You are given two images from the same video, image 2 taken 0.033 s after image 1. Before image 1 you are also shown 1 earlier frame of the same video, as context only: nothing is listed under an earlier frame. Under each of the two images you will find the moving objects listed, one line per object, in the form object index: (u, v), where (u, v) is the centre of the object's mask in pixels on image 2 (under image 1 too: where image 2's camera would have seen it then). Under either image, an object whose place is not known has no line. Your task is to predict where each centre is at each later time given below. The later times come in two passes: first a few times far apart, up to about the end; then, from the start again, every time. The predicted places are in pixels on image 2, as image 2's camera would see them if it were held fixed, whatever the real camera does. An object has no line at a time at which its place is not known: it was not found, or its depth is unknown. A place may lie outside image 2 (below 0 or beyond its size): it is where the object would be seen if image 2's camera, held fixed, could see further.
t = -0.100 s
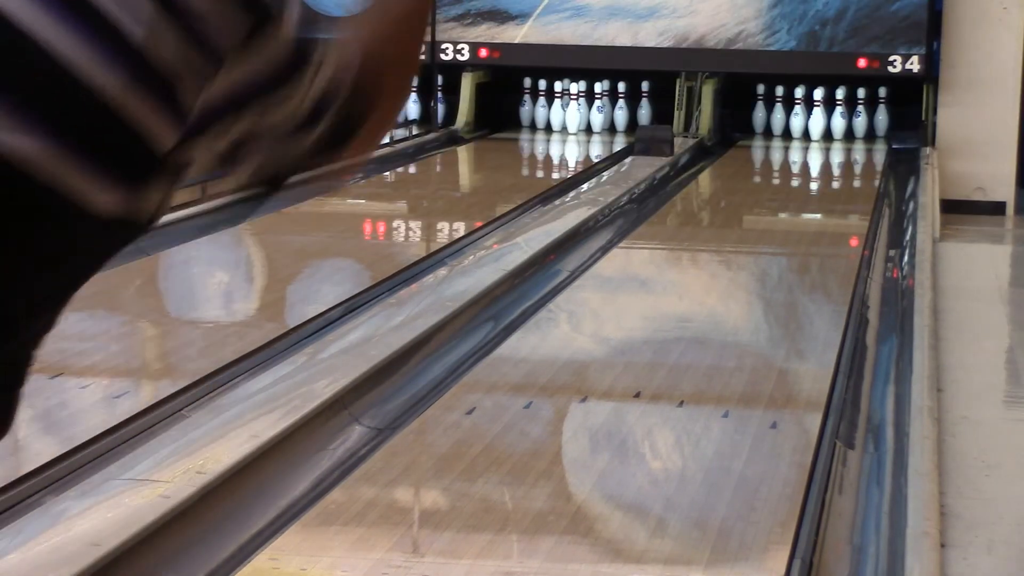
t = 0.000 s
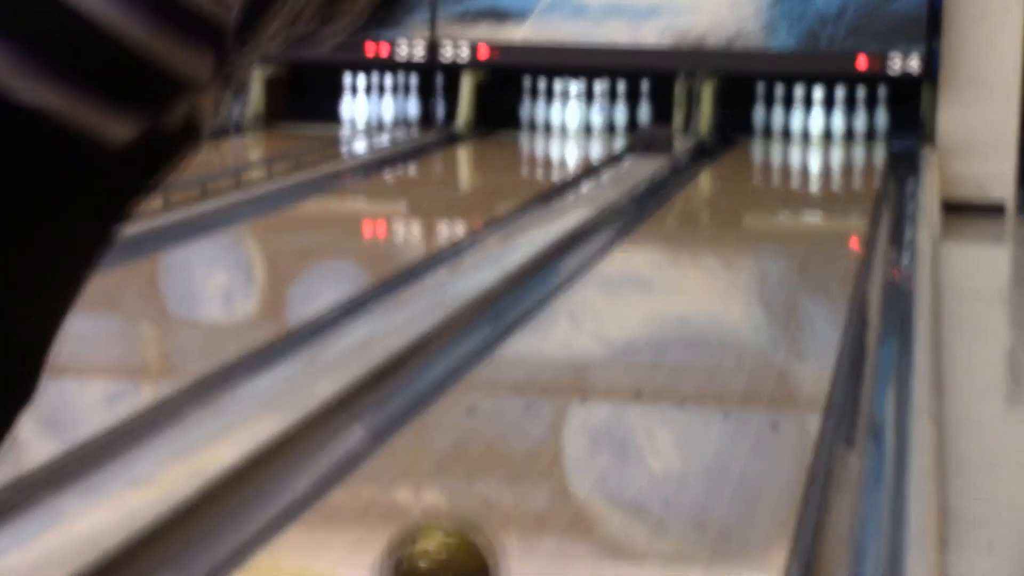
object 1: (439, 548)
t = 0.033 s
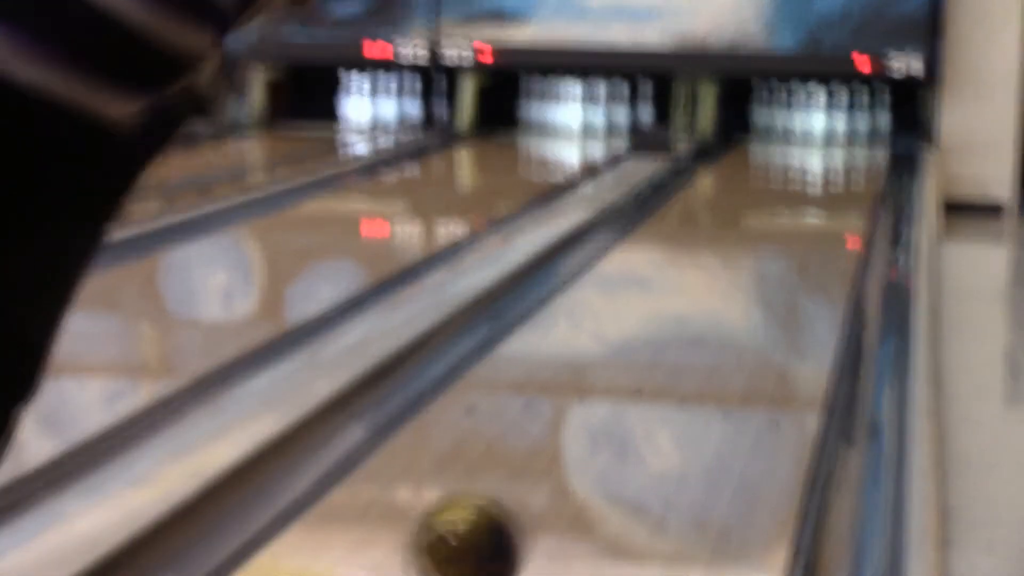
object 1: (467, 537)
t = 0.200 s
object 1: (569, 449)
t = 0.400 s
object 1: (648, 369)
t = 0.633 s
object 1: (712, 305)
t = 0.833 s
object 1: (751, 266)
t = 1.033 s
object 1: (781, 235)
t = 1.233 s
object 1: (804, 210)
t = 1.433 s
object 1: (821, 190)
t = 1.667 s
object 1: (836, 171)
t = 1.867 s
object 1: (843, 156)
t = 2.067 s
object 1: (841, 145)
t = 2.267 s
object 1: (833, 135)
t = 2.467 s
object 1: (825, 127)
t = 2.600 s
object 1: (825, 125)
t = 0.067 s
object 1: (491, 523)
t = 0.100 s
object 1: (511, 506)
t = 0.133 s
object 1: (533, 485)
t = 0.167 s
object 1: (551, 466)
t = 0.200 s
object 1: (569, 449)
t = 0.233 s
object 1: (583, 434)
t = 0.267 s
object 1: (599, 419)
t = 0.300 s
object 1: (613, 405)
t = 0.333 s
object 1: (625, 392)
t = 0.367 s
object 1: (637, 380)
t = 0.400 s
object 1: (648, 369)
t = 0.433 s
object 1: (659, 358)
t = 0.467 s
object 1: (670, 348)
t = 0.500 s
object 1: (679, 338)
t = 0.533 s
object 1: (688, 329)
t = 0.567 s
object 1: (696, 320)
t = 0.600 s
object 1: (704, 312)
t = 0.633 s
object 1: (712, 305)
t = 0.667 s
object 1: (720, 297)
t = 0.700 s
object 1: (726, 290)
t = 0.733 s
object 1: (733, 284)
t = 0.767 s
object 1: (739, 278)
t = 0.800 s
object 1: (745, 272)
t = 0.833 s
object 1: (751, 266)
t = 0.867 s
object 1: (756, 261)
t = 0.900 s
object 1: (762, 255)
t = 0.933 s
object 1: (767, 250)
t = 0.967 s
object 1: (772, 245)
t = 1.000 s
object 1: (776, 240)
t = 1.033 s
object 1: (781, 235)
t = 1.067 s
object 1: (785, 230)
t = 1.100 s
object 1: (788, 225)
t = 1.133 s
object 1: (792, 222)
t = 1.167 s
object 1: (796, 217)
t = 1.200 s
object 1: (800, 214)
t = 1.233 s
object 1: (804, 210)
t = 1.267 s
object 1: (807, 206)
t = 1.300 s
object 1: (809, 202)
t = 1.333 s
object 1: (812, 199)
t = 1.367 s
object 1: (815, 196)
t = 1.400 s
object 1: (819, 192)
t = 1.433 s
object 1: (821, 190)
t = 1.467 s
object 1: (823, 186)
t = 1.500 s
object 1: (825, 183)
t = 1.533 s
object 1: (828, 180)
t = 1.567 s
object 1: (830, 178)
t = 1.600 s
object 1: (832, 175)
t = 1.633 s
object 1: (834, 173)
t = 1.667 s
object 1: (836, 171)
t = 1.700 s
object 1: (838, 167)
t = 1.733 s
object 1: (839, 165)
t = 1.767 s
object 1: (840, 163)
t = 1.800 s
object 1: (841, 161)
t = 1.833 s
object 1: (842, 159)
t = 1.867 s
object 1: (843, 156)
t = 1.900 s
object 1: (842, 155)
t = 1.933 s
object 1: (843, 152)
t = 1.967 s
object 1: (843, 150)
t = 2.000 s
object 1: (842, 149)
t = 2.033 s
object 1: (842, 147)
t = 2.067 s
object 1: (841, 145)
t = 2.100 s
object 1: (840, 143)
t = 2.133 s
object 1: (840, 141)
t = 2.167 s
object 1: (838, 140)
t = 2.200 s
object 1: (837, 138)
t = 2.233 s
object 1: (835, 136)
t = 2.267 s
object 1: (833, 135)
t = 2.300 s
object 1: (832, 133)
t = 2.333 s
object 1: (830, 132)
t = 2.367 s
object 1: (828, 131)
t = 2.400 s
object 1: (826, 129)
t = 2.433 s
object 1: (824, 128)
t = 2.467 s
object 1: (825, 127)
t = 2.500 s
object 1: (825, 127)
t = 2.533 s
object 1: (825, 125)
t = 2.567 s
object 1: (824, 126)
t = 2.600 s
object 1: (825, 125)
